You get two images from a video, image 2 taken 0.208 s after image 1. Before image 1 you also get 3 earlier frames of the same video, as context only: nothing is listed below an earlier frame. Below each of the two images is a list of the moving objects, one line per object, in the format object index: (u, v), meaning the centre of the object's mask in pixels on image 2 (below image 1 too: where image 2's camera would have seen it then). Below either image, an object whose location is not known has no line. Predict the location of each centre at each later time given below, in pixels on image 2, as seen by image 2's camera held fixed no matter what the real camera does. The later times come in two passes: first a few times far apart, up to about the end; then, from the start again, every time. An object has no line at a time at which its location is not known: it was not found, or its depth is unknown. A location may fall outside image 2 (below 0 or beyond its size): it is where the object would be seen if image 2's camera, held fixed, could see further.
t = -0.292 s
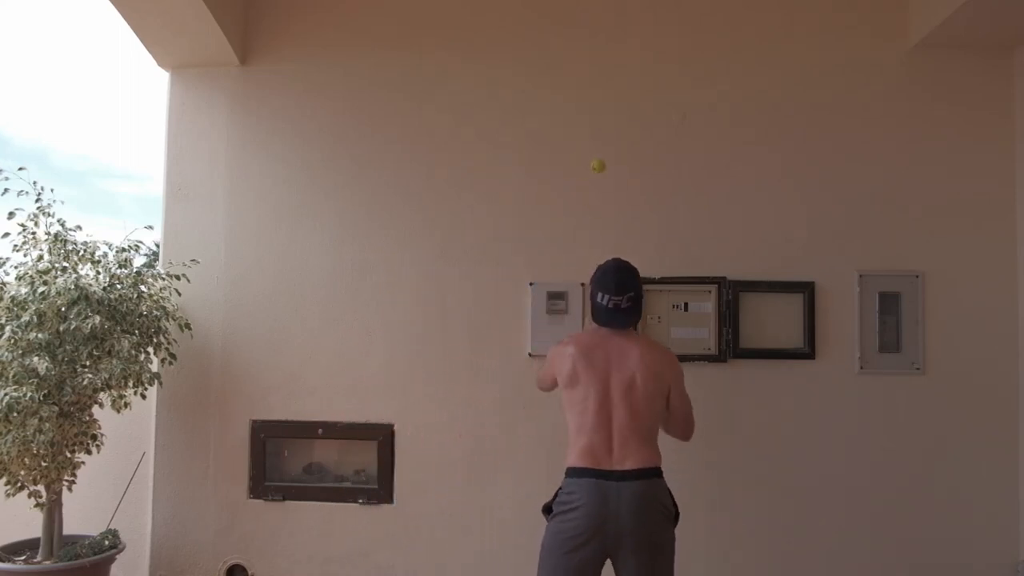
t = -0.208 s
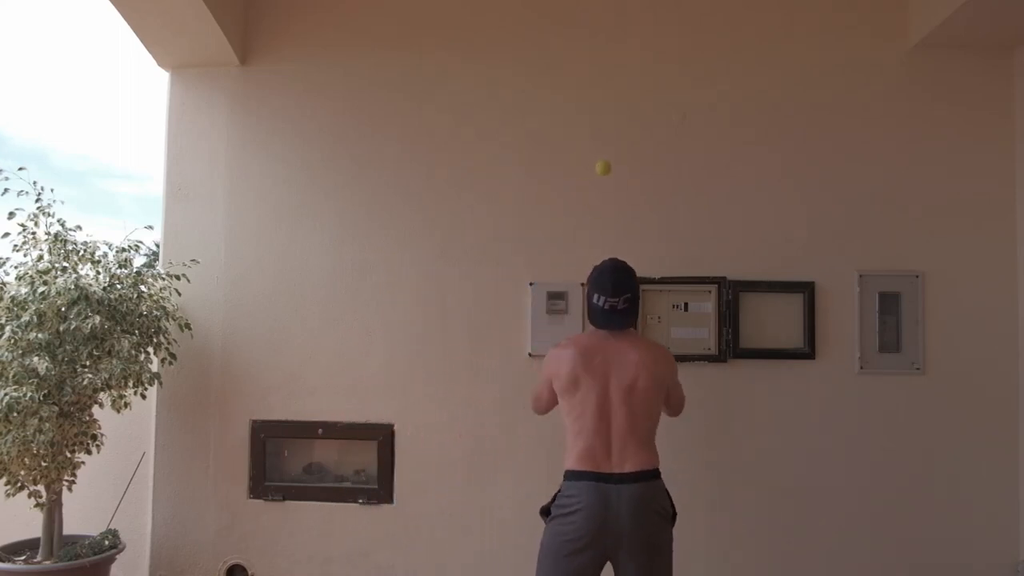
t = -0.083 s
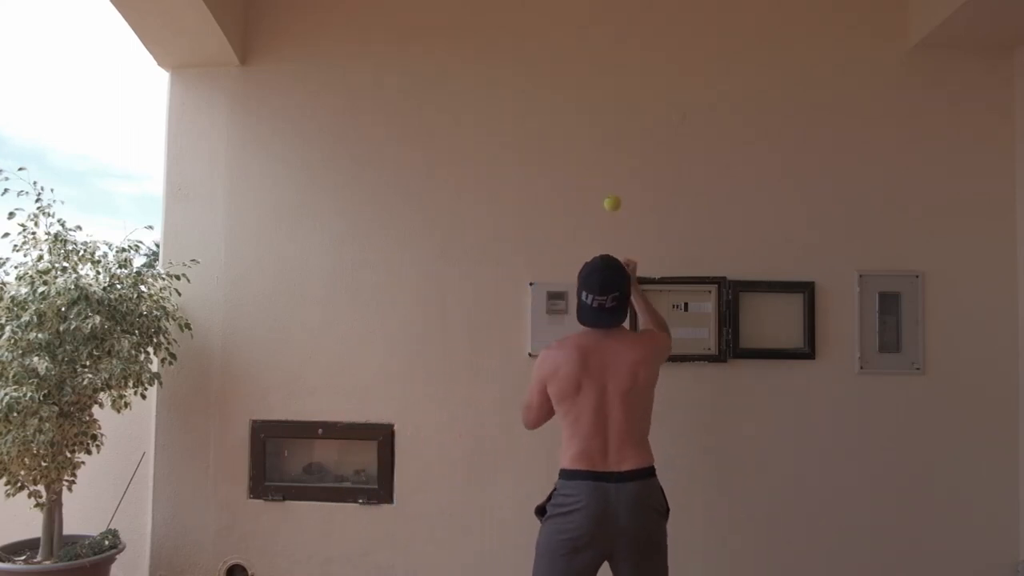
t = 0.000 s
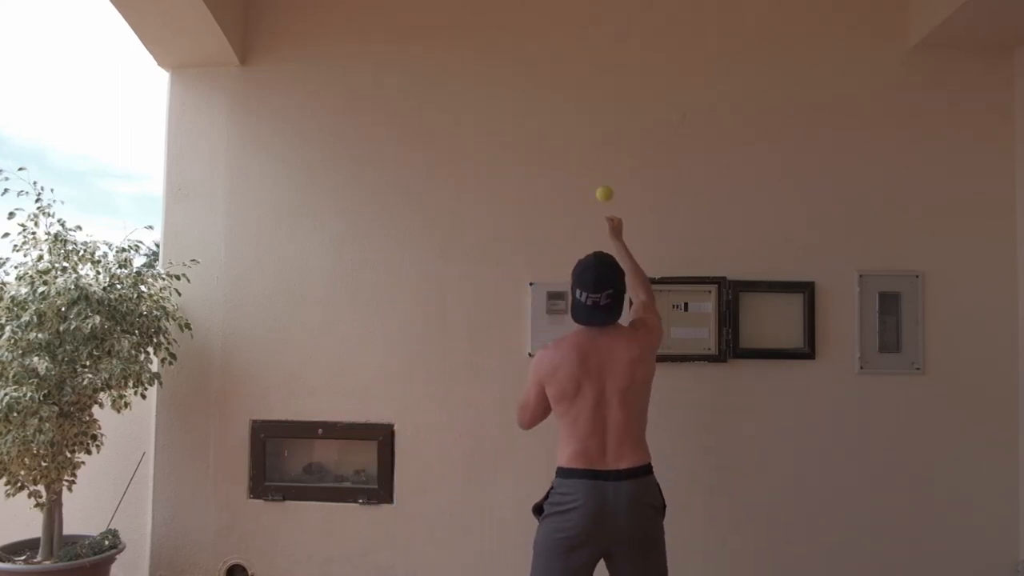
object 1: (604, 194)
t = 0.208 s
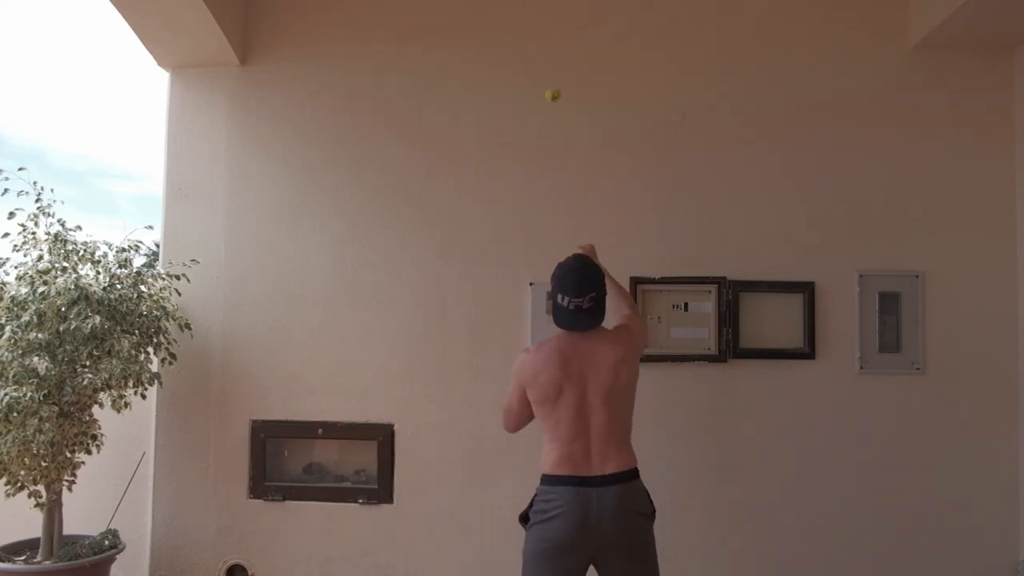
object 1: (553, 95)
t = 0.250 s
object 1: (543, 89)
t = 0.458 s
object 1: (502, 111)
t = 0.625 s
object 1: (477, 166)
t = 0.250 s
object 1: (543, 89)
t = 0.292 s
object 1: (534, 85)
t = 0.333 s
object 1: (526, 86)
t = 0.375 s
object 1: (518, 91)
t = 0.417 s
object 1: (510, 99)
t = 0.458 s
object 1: (502, 111)
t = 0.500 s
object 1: (495, 120)
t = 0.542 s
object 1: (490, 131)
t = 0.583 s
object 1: (483, 147)
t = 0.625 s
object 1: (477, 166)
